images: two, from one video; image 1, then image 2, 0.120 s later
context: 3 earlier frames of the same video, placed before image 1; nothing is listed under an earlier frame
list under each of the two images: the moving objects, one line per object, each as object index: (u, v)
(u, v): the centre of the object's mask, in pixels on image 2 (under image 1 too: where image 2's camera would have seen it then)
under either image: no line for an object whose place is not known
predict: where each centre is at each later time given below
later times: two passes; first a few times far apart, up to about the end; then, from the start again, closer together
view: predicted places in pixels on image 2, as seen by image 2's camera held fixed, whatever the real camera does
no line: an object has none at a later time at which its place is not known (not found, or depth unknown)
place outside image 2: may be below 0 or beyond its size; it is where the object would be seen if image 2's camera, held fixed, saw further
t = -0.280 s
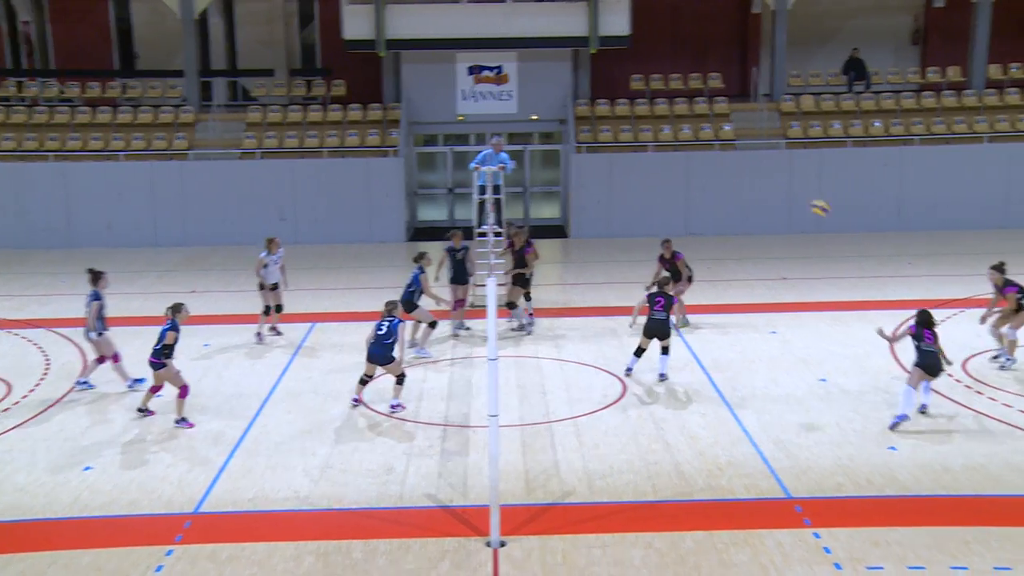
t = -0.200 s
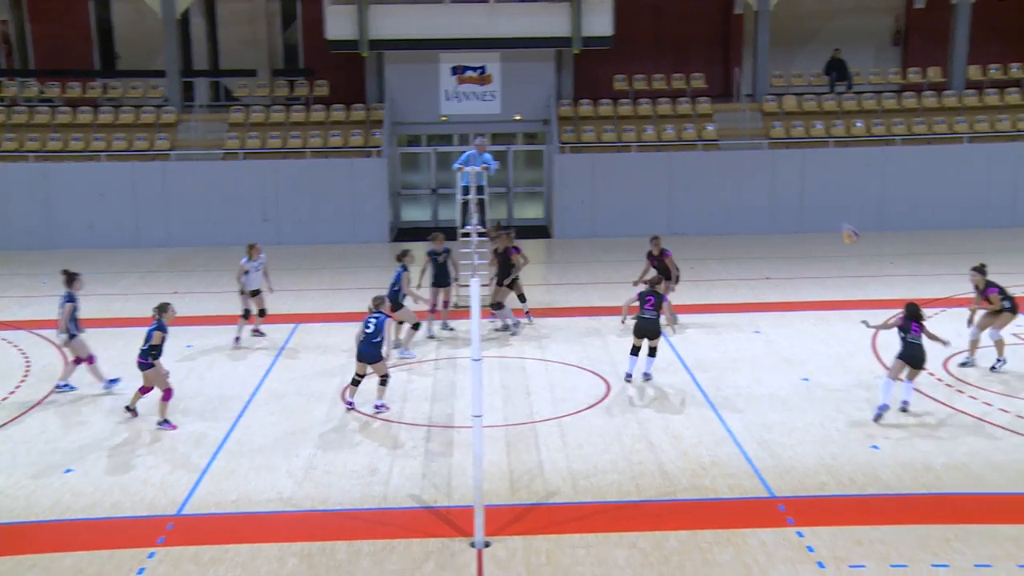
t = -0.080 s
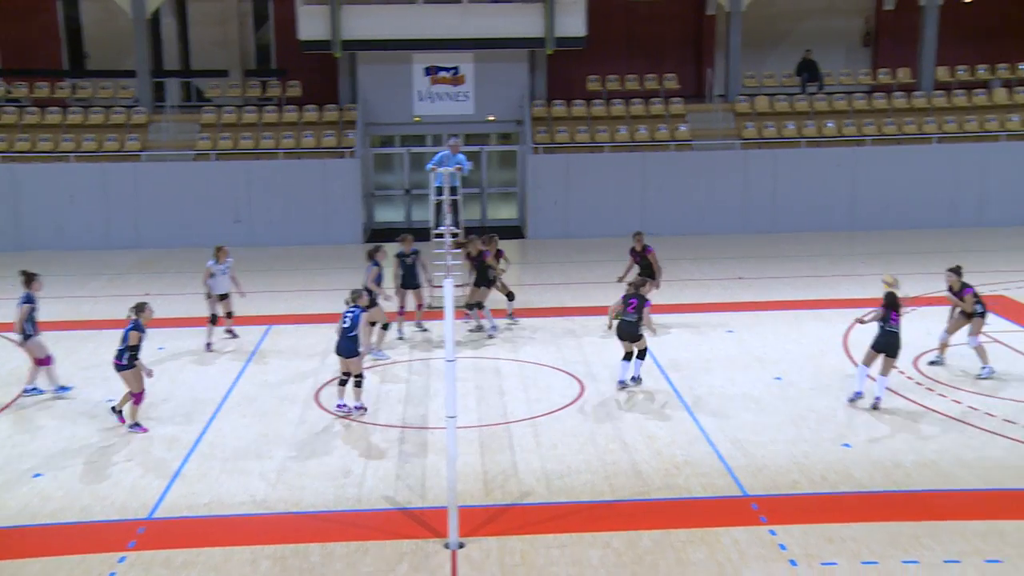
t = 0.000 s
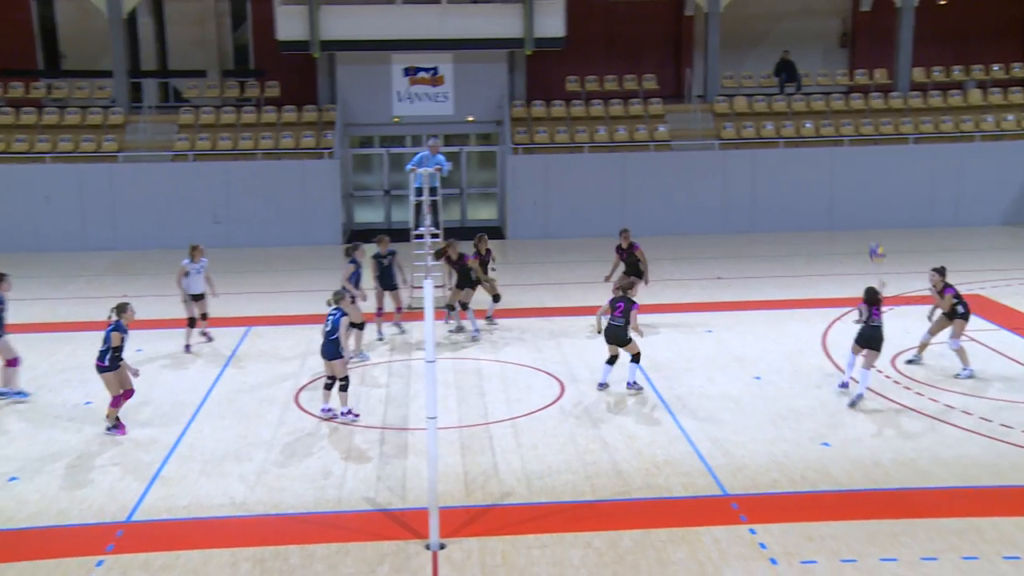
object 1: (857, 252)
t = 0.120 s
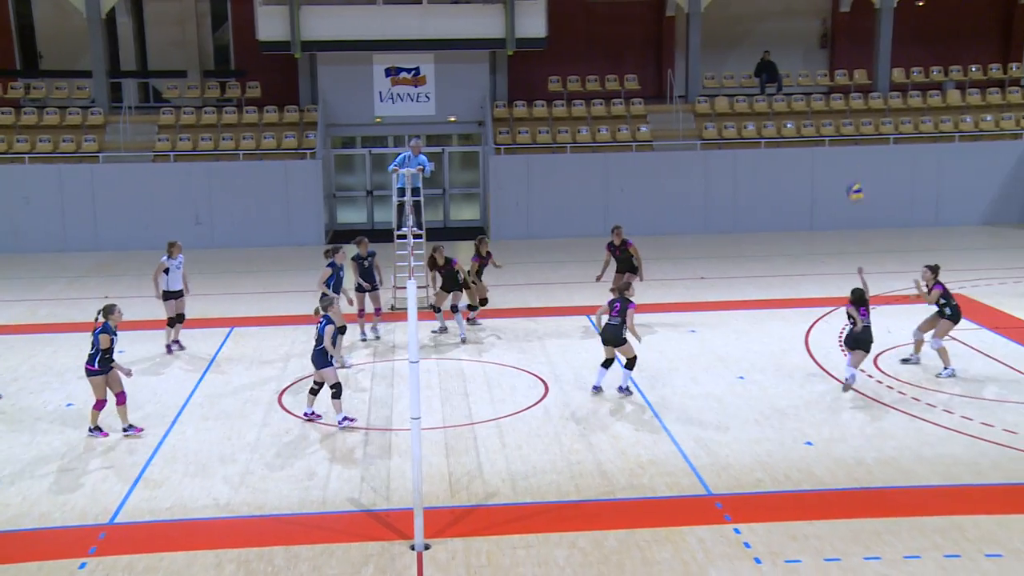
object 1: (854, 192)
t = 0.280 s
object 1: (849, 126)
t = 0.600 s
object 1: (842, 44)
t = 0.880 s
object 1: (834, 41)
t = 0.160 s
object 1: (853, 174)
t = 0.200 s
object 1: (852, 157)
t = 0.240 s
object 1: (852, 140)
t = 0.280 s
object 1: (849, 126)
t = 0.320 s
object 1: (849, 111)
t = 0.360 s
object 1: (848, 97)
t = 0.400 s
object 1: (847, 86)
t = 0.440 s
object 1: (846, 75)
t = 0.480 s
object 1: (845, 66)
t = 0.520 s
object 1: (844, 57)
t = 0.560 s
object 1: (843, 50)
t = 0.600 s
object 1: (842, 44)
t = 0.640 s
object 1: (840, 40)
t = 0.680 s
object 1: (840, 37)
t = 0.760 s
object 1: (838, 34)
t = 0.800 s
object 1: (836, 35)
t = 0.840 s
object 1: (835, 37)
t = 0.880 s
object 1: (834, 41)
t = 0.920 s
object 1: (832, 46)
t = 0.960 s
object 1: (832, 53)
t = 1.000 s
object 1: (830, 60)
